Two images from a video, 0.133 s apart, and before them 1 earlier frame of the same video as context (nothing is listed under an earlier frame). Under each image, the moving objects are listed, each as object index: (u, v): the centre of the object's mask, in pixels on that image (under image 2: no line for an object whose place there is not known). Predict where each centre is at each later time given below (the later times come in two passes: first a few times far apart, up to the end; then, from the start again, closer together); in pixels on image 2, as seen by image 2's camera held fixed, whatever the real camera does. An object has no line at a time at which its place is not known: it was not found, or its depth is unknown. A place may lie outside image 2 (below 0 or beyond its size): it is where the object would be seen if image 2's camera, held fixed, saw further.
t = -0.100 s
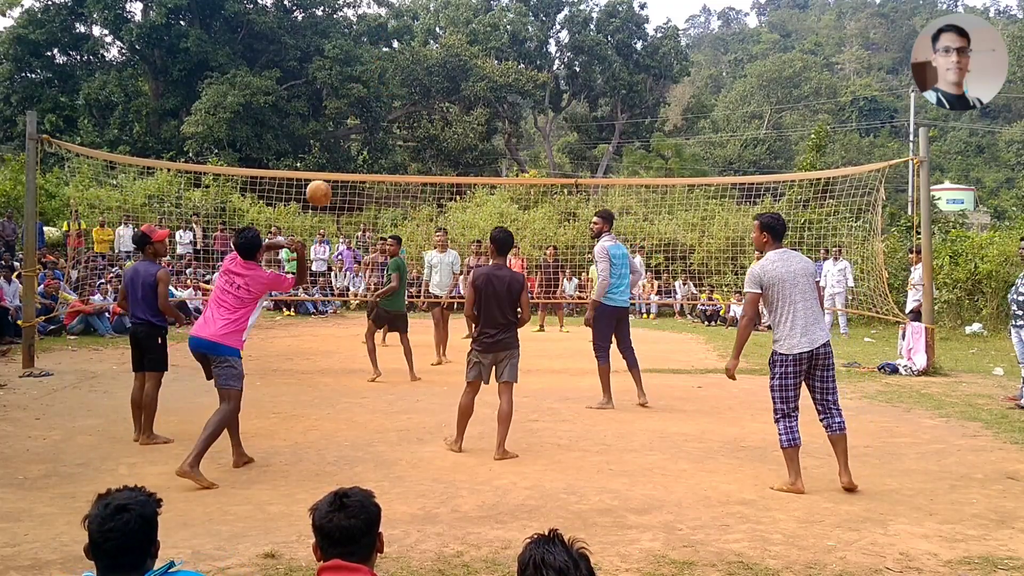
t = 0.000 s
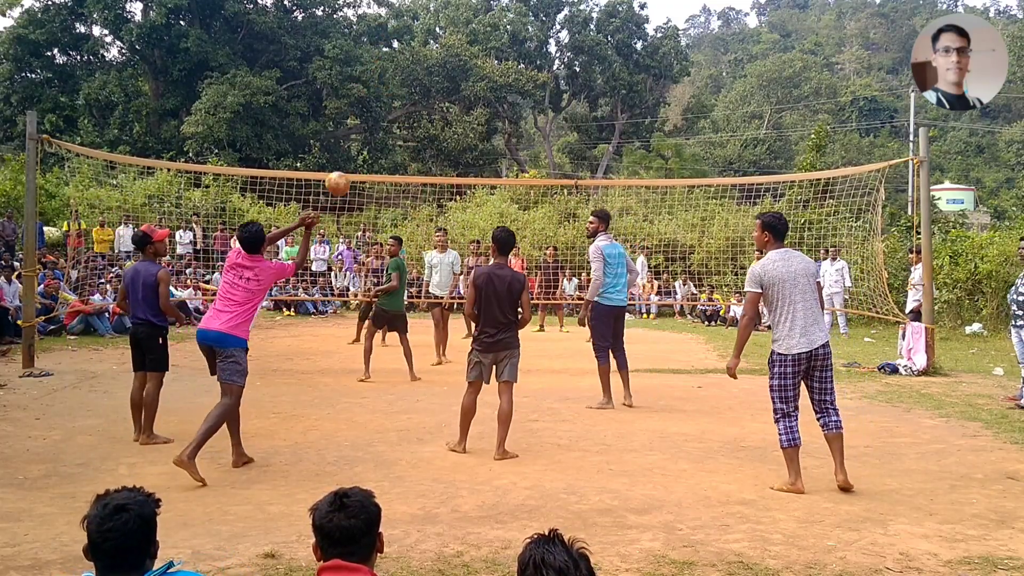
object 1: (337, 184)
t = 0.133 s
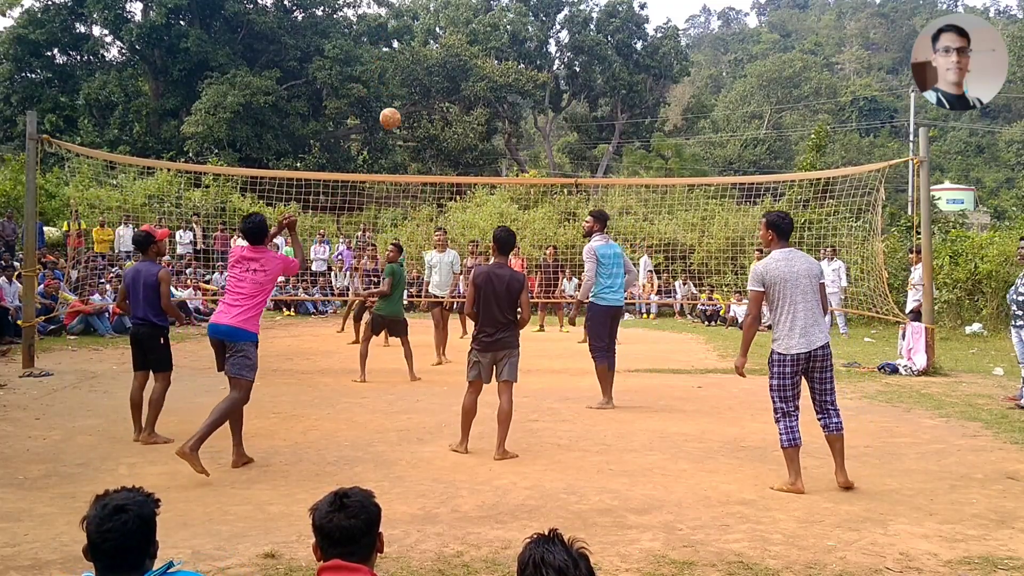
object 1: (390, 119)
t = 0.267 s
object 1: (430, 87)
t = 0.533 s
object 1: (489, 84)
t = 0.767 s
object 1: (527, 125)
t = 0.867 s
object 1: (540, 149)
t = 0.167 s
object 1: (401, 108)
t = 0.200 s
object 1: (411, 100)
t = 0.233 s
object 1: (421, 92)
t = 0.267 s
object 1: (430, 87)
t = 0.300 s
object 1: (439, 83)
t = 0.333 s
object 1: (447, 80)
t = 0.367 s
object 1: (454, 78)
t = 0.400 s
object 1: (462, 77)
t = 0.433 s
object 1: (469, 78)
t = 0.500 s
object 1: (483, 82)
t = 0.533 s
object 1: (489, 84)
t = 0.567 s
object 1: (496, 88)
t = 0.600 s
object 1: (501, 93)
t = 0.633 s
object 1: (507, 98)
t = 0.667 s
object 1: (513, 104)
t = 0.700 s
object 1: (518, 110)
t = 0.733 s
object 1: (523, 117)
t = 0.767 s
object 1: (527, 125)
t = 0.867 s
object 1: (540, 149)
